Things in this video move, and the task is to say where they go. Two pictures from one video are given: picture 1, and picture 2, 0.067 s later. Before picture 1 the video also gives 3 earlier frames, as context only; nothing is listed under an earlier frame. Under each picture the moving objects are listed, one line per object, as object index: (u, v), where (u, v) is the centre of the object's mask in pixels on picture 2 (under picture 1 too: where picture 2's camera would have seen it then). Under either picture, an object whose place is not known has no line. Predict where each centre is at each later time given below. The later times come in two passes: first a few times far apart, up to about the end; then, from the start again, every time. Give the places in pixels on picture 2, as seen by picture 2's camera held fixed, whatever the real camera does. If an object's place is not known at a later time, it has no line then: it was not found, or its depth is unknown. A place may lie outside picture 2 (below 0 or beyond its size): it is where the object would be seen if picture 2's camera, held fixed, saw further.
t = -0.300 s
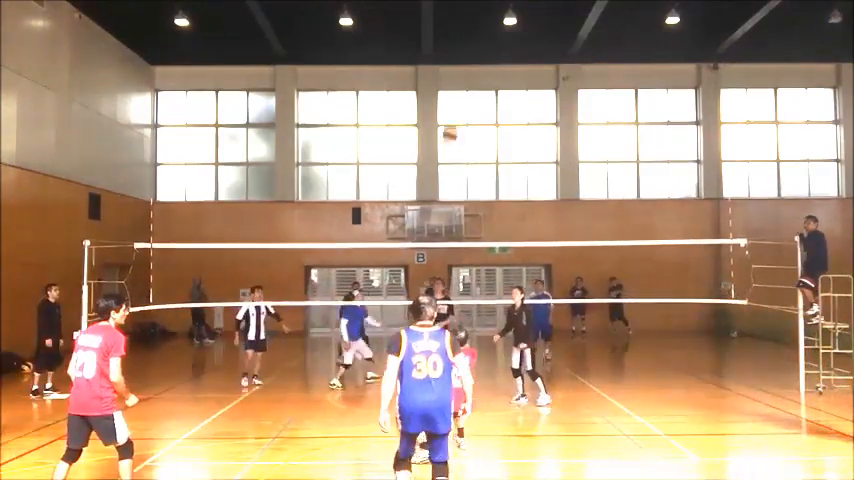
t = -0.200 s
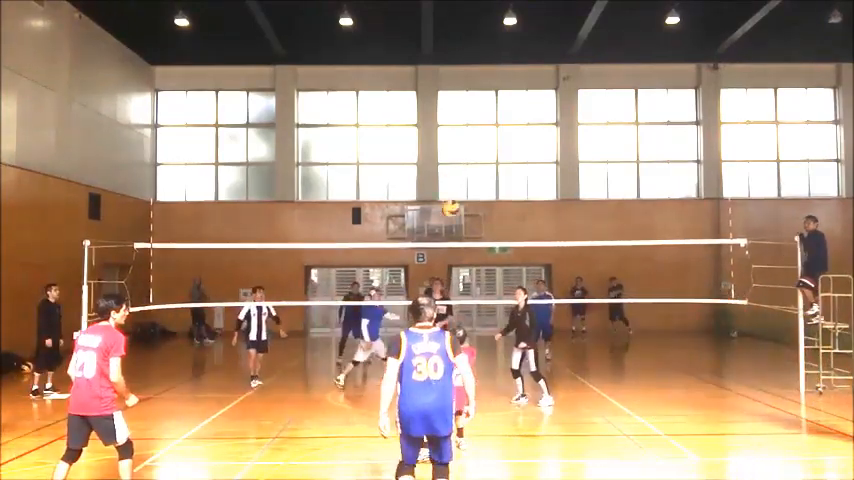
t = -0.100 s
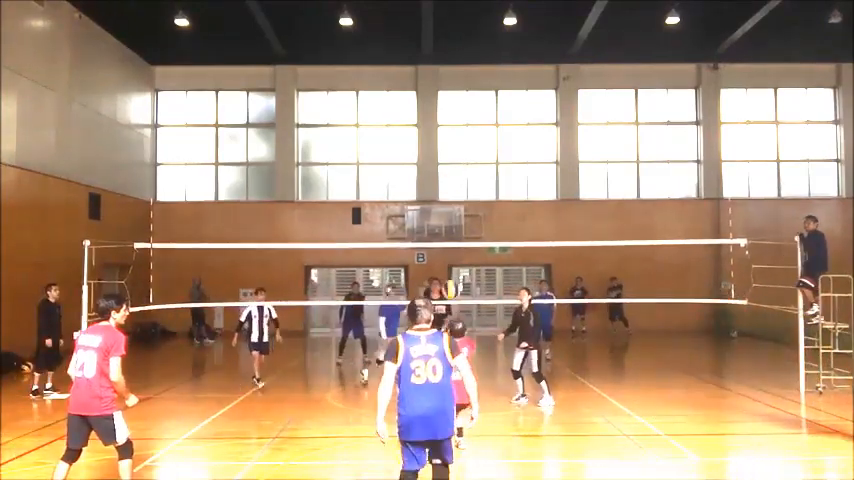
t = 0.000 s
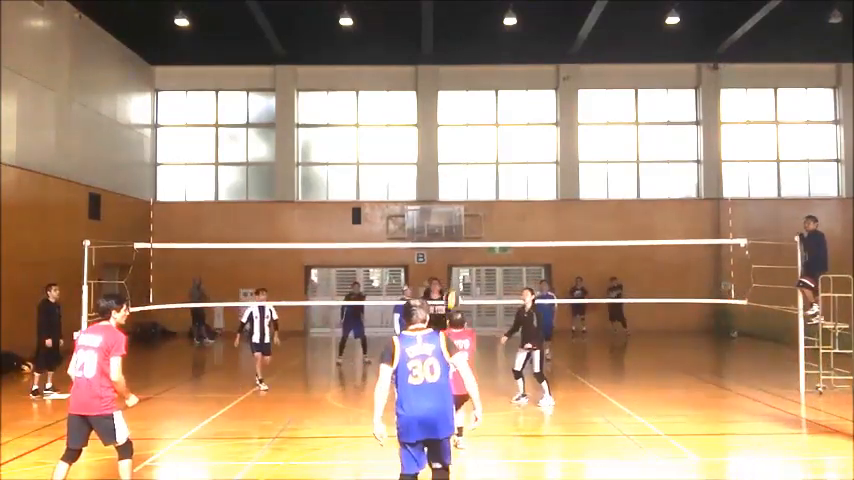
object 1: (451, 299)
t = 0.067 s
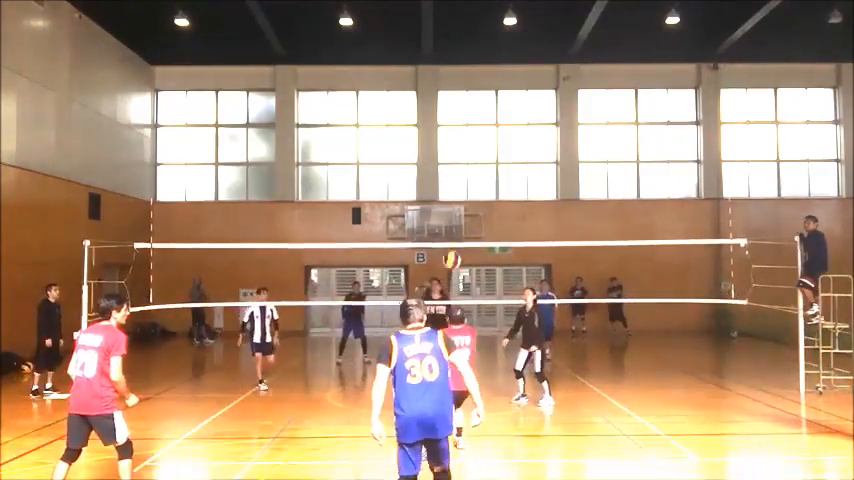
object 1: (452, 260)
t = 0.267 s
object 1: (451, 168)
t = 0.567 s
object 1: (450, 97)
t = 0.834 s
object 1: (450, 96)
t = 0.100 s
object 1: (451, 242)
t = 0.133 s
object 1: (451, 225)
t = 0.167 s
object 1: (451, 209)
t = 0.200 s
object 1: (451, 194)
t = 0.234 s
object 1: (450, 181)
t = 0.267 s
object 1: (451, 168)
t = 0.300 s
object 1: (451, 157)
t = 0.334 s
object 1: (450, 146)
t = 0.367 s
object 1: (450, 135)
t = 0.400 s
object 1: (450, 127)
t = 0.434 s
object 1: (450, 119)
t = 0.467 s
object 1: (450, 112)
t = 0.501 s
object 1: (450, 106)
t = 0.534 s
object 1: (450, 101)
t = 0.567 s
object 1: (450, 97)
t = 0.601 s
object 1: (450, 94)
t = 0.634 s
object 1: (450, 92)
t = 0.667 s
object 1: (450, 90)
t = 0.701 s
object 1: (450, 90)
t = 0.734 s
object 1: (450, 90)
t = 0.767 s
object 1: (450, 91)
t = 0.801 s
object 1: (450, 92)
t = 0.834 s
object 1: (450, 96)
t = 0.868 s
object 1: (450, 100)
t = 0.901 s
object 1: (450, 104)
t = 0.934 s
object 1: (450, 110)
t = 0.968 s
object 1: (450, 117)
